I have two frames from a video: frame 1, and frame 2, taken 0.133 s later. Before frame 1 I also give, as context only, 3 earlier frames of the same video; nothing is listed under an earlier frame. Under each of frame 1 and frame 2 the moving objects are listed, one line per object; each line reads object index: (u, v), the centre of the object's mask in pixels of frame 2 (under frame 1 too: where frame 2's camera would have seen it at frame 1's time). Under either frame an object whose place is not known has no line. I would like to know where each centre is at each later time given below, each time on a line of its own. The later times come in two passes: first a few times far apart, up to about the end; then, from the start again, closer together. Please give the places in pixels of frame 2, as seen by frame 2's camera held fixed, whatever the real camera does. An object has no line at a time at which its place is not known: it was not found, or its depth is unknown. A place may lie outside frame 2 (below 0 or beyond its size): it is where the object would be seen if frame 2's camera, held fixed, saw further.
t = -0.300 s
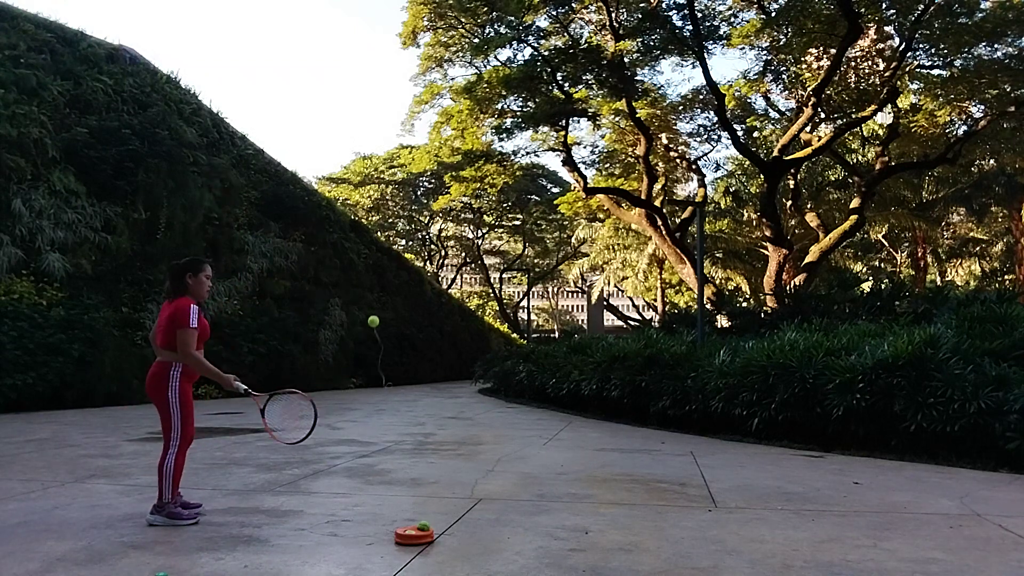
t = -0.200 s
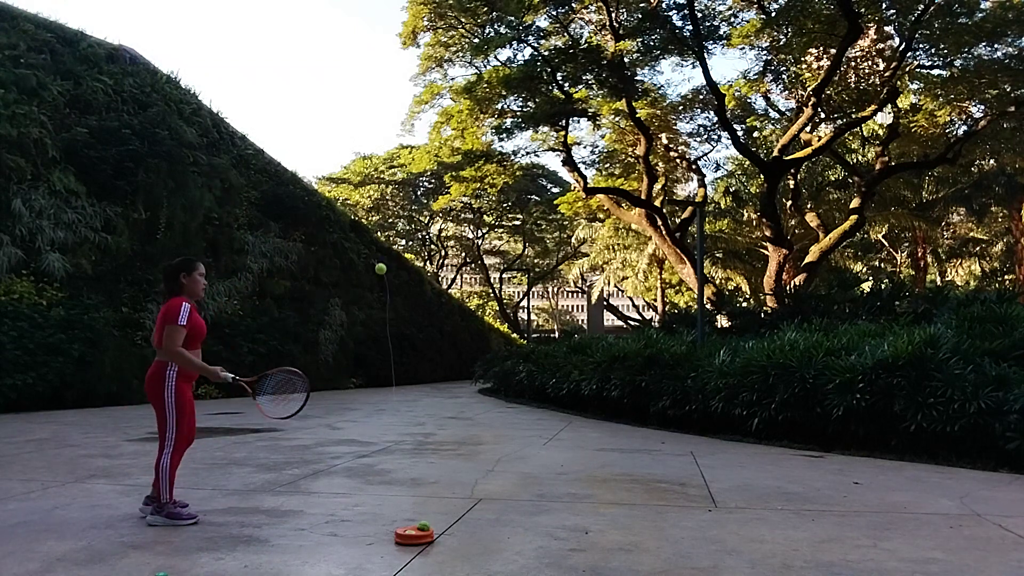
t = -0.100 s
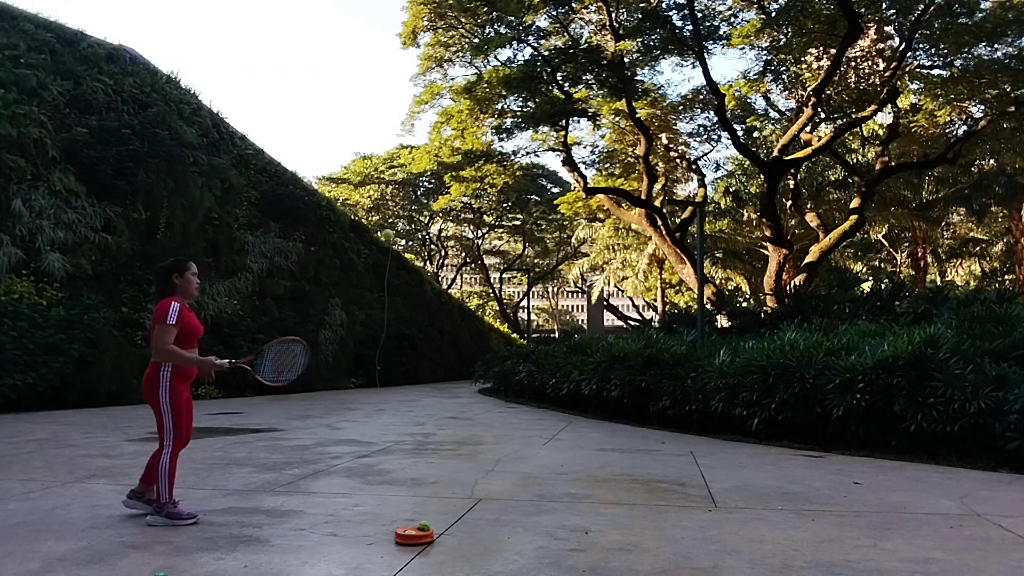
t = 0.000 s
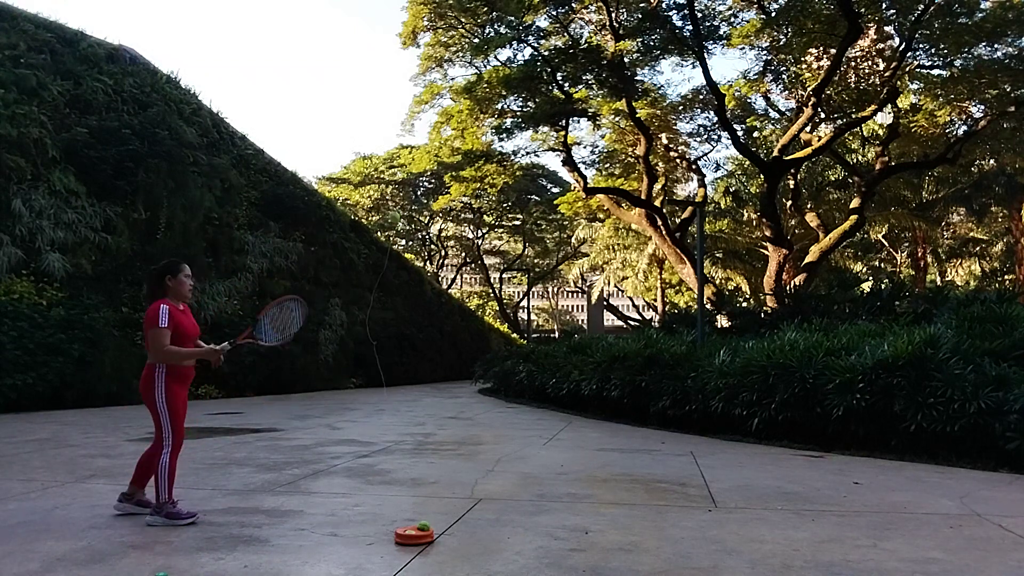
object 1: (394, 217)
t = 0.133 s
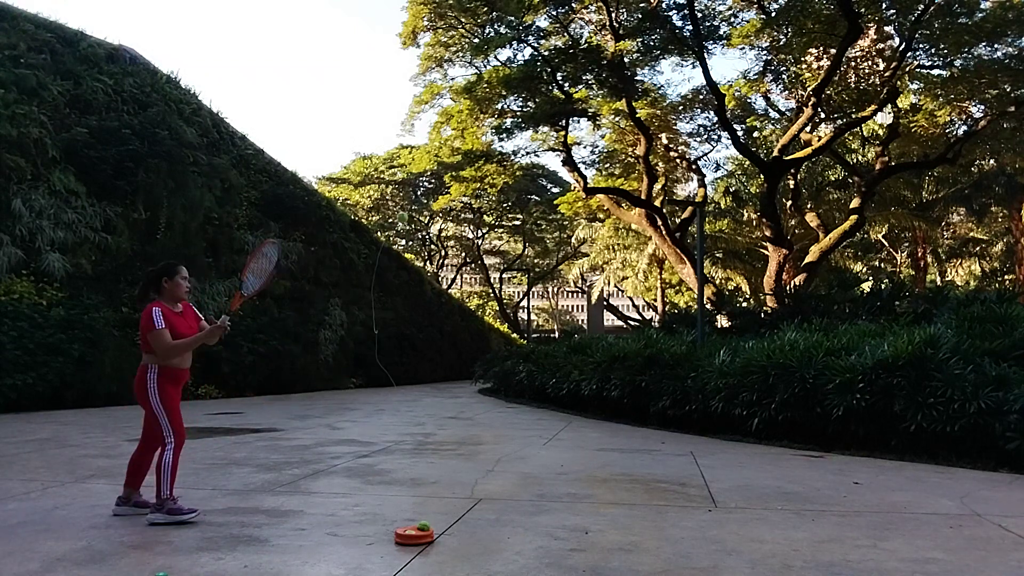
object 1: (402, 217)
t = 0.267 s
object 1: (409, 245)
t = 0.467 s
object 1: (419, 337)
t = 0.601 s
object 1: (425, 435)
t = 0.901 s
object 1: (438, 386)
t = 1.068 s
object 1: (445, 358)
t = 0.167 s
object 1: (404, 221)
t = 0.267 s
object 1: (409, 245)
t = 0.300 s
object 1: (411, 256)
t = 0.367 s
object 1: (414, 283)
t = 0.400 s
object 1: (416, 300)
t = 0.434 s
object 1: (417, 318)
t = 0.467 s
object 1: (419, 337)
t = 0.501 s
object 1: (420, 359)
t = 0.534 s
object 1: (422, 382)
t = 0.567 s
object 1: (423, 407)
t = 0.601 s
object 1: (425, 435)
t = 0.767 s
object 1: (432, 441)
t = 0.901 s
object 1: (438, 386)
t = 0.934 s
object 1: (440, 378)
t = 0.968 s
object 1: (441, 370)
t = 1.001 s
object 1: (442, 365)
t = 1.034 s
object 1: (443, 360)
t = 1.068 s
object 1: (445, 358)
